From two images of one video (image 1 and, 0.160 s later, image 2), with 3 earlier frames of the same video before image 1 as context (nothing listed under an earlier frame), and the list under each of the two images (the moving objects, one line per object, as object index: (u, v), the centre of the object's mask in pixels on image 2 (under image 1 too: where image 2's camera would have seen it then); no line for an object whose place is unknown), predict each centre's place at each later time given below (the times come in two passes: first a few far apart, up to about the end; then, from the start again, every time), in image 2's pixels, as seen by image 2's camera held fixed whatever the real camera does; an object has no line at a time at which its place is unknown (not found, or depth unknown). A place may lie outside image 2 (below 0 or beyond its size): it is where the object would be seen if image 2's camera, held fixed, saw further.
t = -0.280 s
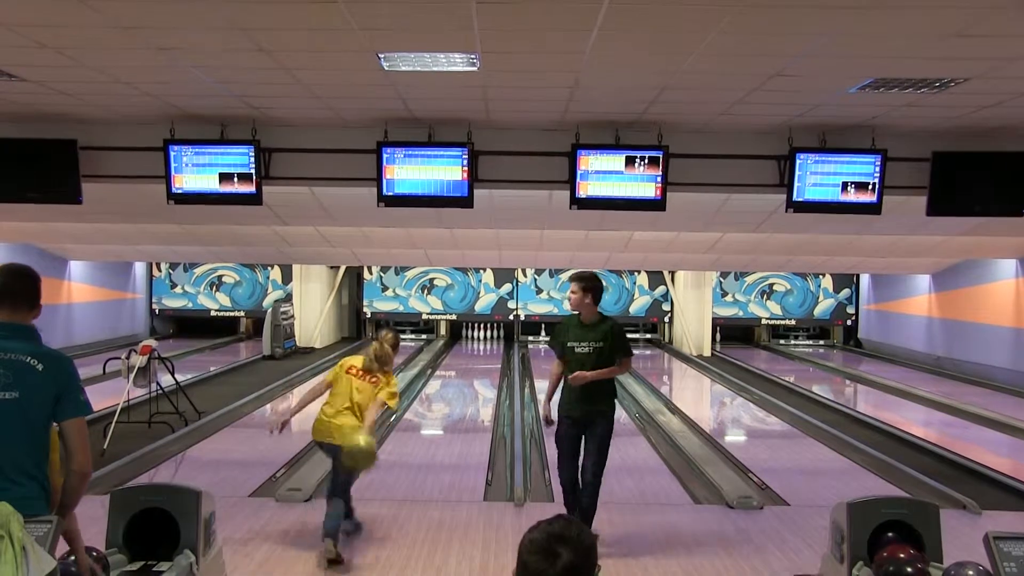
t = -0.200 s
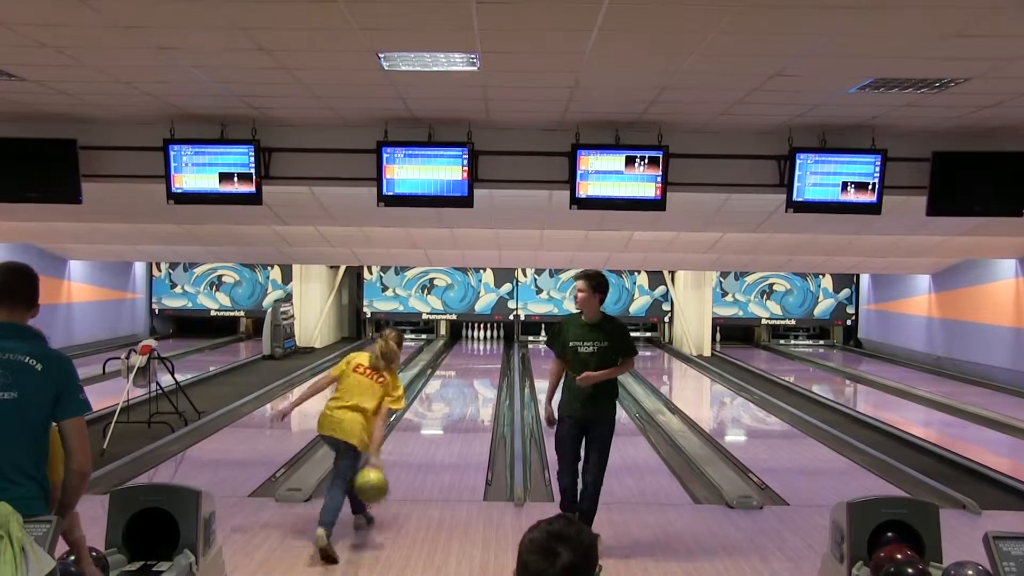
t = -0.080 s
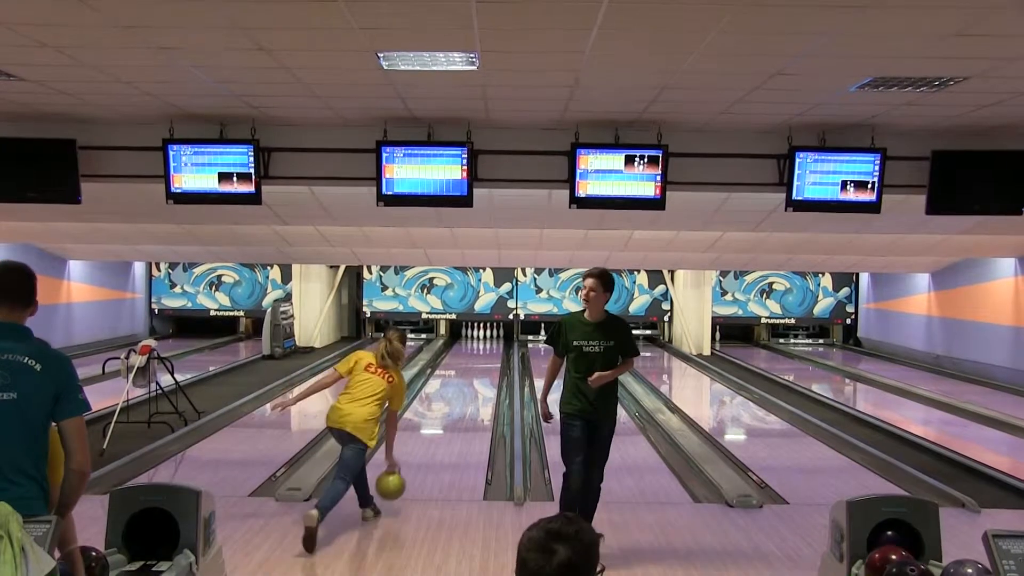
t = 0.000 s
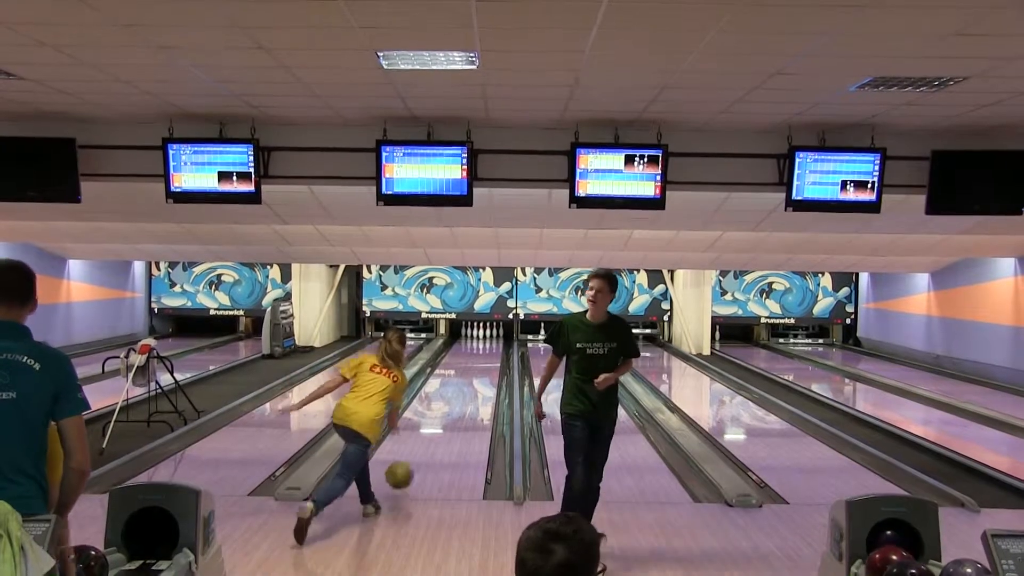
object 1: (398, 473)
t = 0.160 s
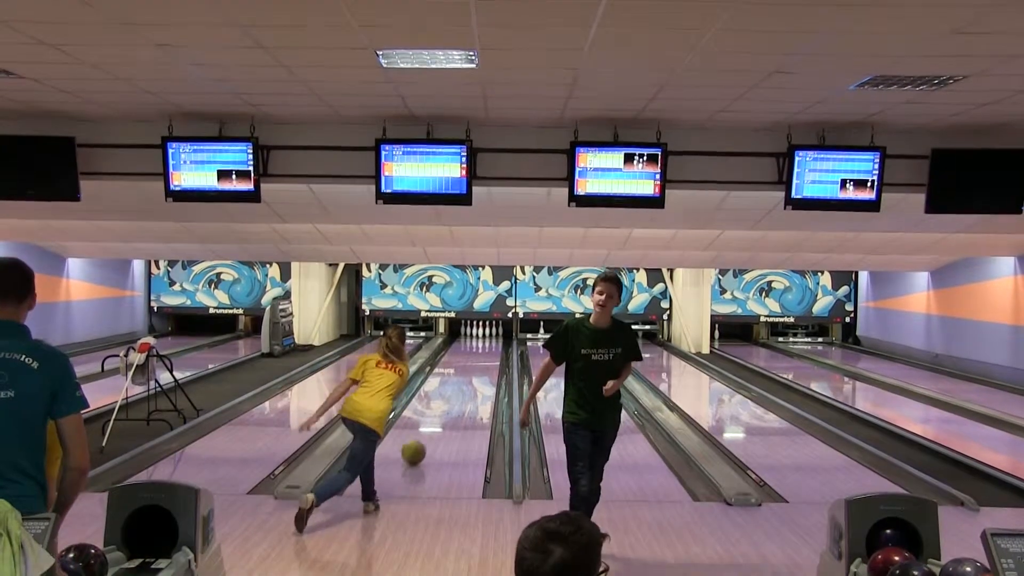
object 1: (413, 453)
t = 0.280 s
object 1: (422, 436)
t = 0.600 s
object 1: (439, 402)
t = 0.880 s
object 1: (449, 383)
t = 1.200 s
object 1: (457, 366)
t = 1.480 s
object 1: (461, 356)
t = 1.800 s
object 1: (464, 346)
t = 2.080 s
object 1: (466, 339)
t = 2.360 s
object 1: (466, 334)
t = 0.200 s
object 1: (417, 447)
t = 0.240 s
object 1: (420, 441)
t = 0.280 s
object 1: (422, 436)
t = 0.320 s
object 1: (425, 431)
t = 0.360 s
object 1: (428, 426)
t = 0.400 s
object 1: (430, 421)
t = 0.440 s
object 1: (432, 417)
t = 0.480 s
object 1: (434, 413)
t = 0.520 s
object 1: (436, 410)
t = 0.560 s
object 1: (437, 406)
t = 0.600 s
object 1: (439, 402)
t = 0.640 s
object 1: (441, 399)
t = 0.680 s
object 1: (443, 397)
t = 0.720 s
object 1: (444, 394)
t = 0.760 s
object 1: (445, 390)
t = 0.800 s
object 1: (446, 387)
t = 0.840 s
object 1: (448, 385)
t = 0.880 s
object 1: (449, 383)
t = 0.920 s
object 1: (451, 381)
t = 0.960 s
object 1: (452, 377)
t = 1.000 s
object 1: (453, 375)
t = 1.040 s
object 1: (453, 373)
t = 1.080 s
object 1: (454, 372)
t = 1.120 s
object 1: (456, 370)
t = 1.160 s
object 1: (457, 368)
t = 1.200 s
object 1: (457, 366)
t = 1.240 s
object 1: (458, 366)
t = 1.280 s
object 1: (458, 363)
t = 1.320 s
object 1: (459, 362)
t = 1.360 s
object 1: (459, 360)
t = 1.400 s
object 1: (461, 358)
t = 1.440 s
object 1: (461, 357)
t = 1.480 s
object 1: (461, 356)
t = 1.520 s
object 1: (462, 354)
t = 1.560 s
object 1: (463, 353)
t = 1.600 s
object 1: (463, 352)
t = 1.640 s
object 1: (463, 351)
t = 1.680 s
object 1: (464, 349)
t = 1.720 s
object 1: (464, 349)
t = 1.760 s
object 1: (464, 347)
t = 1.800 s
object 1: (464, 346)
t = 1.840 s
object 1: (464, 344)
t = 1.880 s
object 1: (464, 344)
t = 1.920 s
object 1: (465, 343)
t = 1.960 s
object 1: (465, 341)
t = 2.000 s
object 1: (465, 341)
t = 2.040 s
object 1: (466, 339)
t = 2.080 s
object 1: (466, 339)
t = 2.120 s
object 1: (466, 338)
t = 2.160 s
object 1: (466, 337)
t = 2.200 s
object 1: (466, 337)
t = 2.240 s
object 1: (466, 336)
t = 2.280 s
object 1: (467, 335)
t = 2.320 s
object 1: (467, 335)
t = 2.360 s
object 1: (466, 334)
